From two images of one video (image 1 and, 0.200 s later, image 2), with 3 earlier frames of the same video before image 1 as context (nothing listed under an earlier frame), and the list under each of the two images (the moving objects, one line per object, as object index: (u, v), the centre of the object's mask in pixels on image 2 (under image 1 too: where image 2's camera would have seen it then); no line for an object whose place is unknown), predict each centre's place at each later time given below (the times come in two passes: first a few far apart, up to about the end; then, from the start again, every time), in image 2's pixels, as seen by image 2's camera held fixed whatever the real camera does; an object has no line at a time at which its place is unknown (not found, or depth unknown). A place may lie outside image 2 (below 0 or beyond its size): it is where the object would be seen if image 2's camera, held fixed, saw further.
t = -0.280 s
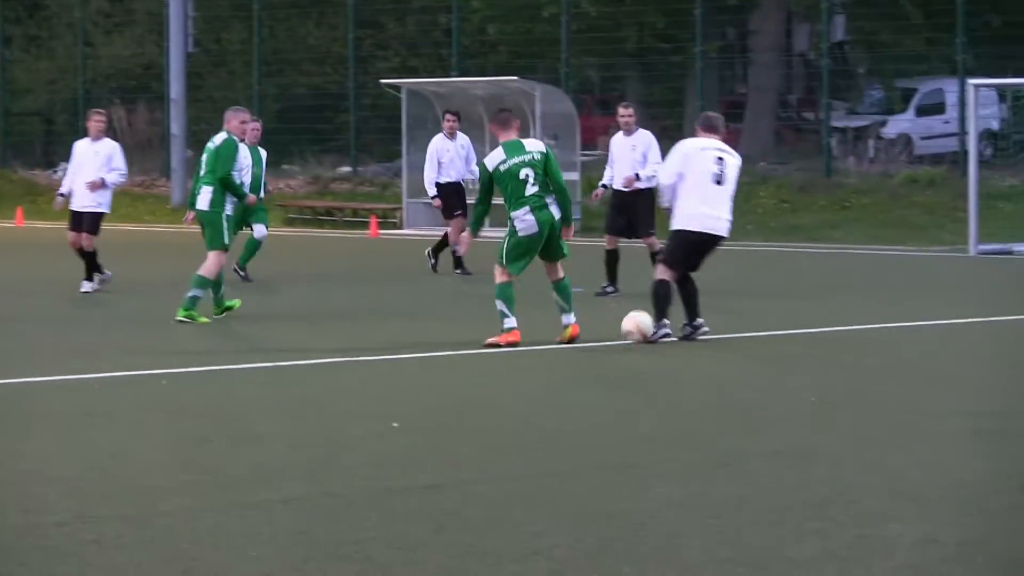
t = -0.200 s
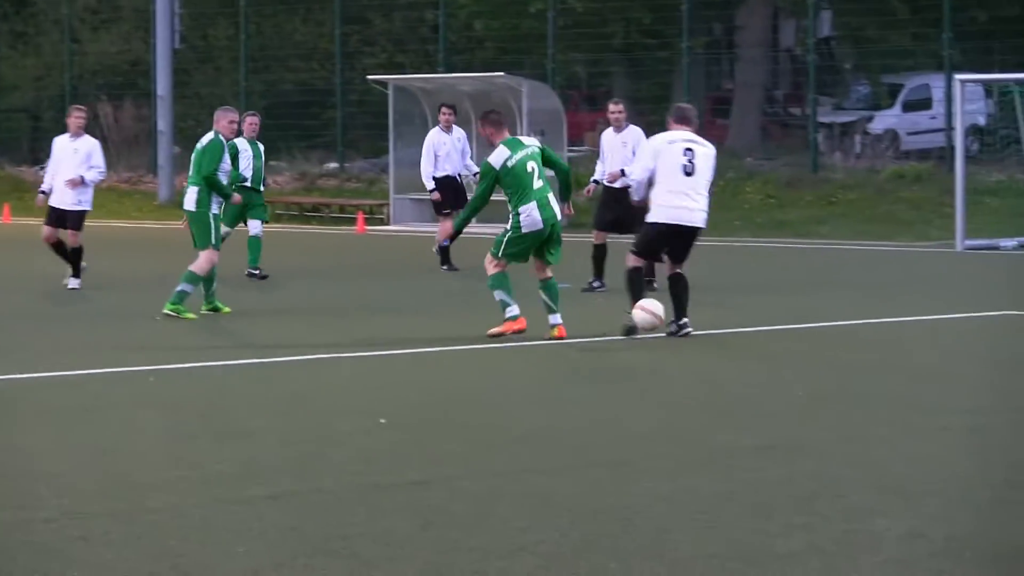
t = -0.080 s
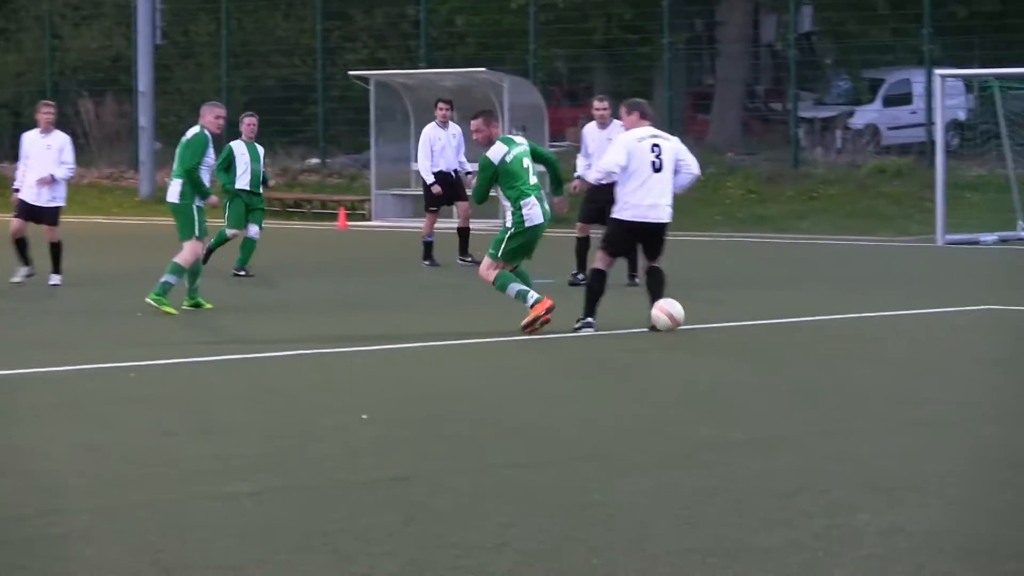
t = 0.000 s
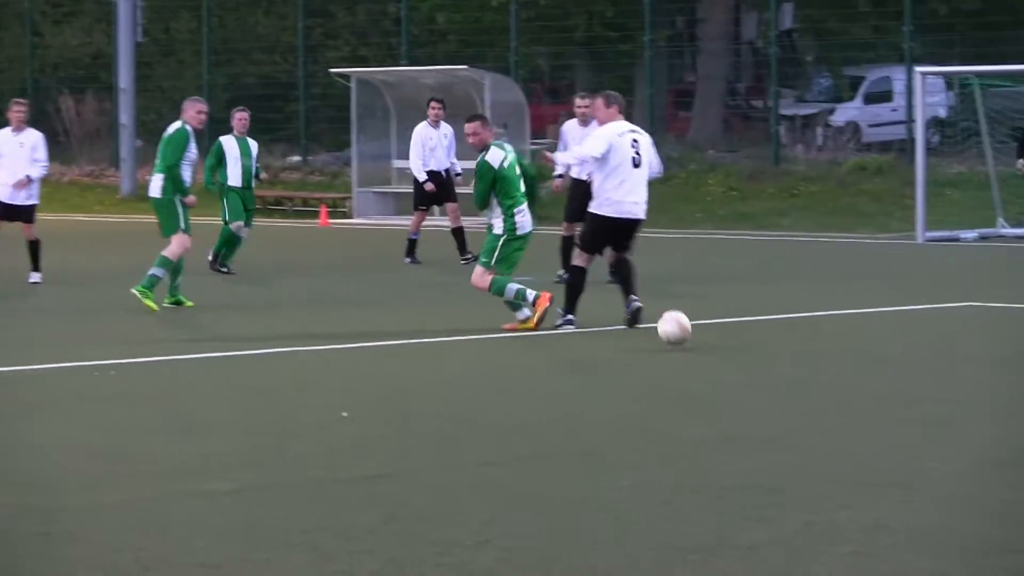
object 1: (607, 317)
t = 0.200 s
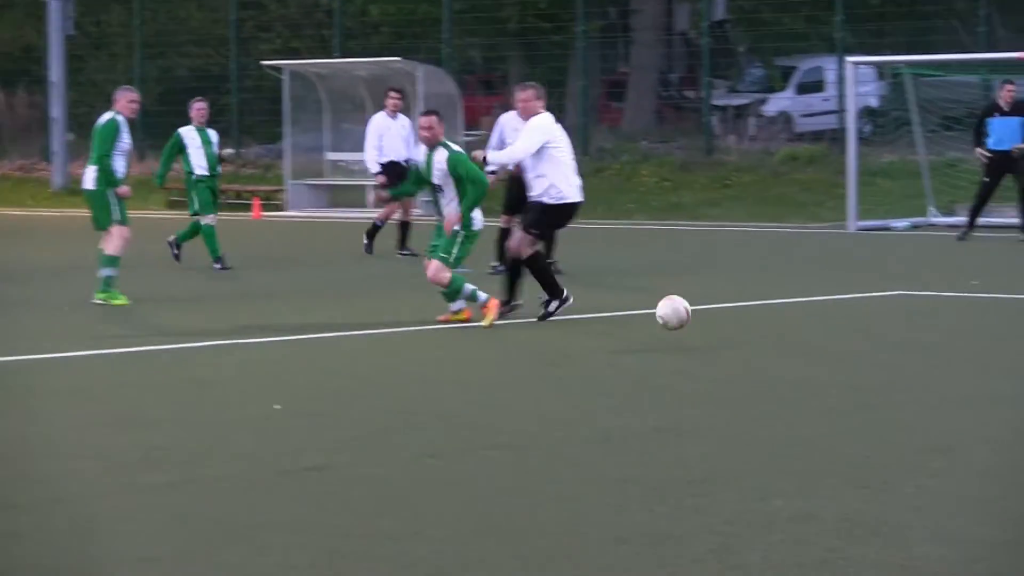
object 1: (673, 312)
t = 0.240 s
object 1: (688, 315)
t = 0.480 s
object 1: (776, 333)
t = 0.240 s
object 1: (688, 315)
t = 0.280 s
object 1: (702, 321)
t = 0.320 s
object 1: (717, 330)
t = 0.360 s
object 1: (732, 341)
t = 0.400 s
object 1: (748, 337)
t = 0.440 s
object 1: (762, 334)
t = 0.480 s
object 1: (776, 333)
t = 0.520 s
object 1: (790, 335)
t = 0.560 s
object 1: (804, 340)
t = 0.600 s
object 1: (815, 346)
